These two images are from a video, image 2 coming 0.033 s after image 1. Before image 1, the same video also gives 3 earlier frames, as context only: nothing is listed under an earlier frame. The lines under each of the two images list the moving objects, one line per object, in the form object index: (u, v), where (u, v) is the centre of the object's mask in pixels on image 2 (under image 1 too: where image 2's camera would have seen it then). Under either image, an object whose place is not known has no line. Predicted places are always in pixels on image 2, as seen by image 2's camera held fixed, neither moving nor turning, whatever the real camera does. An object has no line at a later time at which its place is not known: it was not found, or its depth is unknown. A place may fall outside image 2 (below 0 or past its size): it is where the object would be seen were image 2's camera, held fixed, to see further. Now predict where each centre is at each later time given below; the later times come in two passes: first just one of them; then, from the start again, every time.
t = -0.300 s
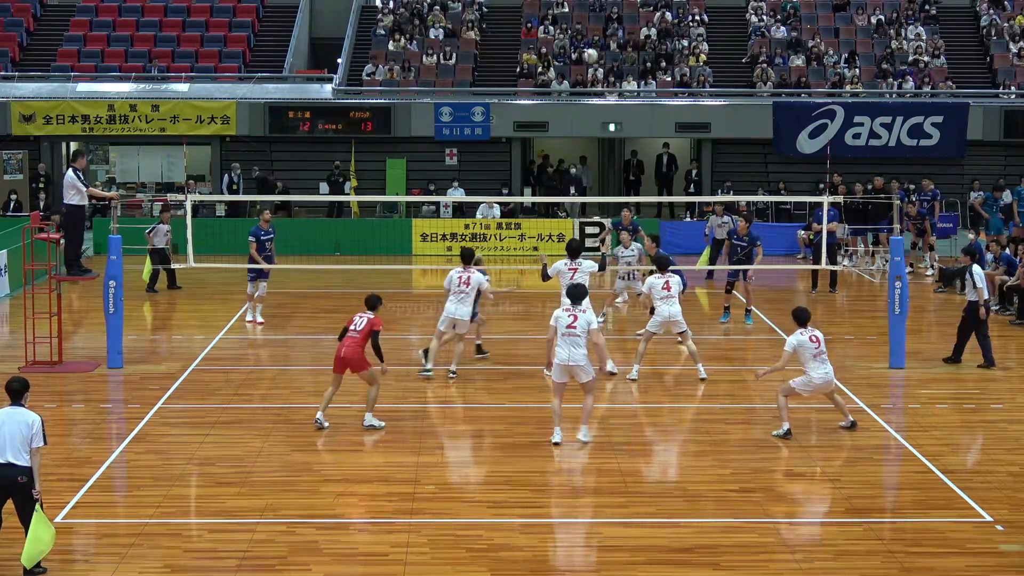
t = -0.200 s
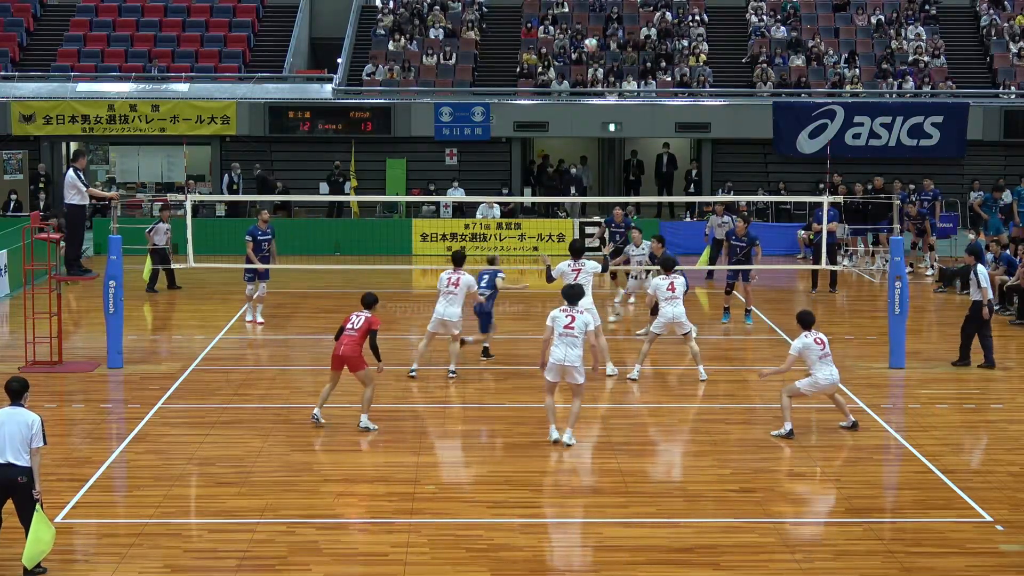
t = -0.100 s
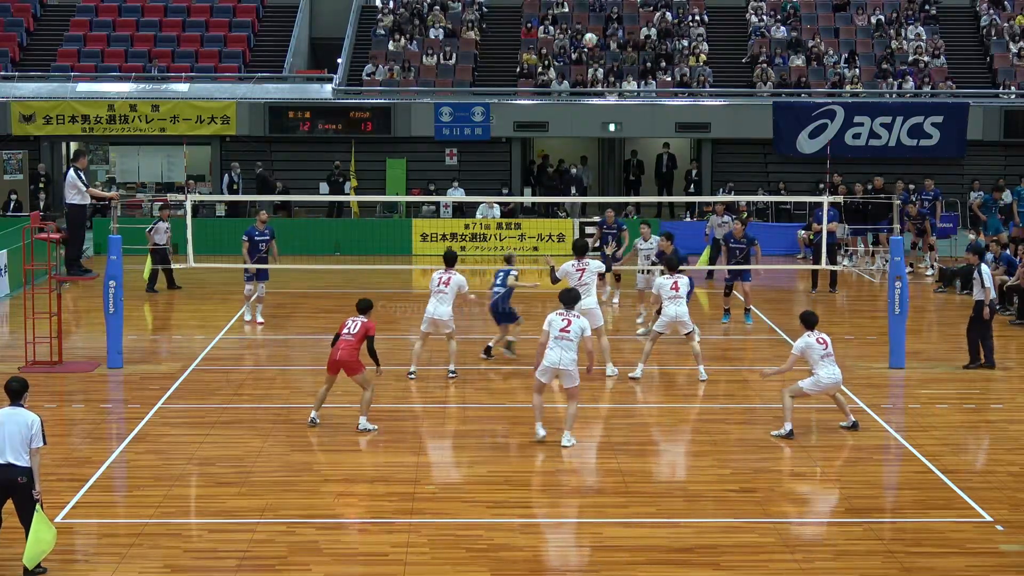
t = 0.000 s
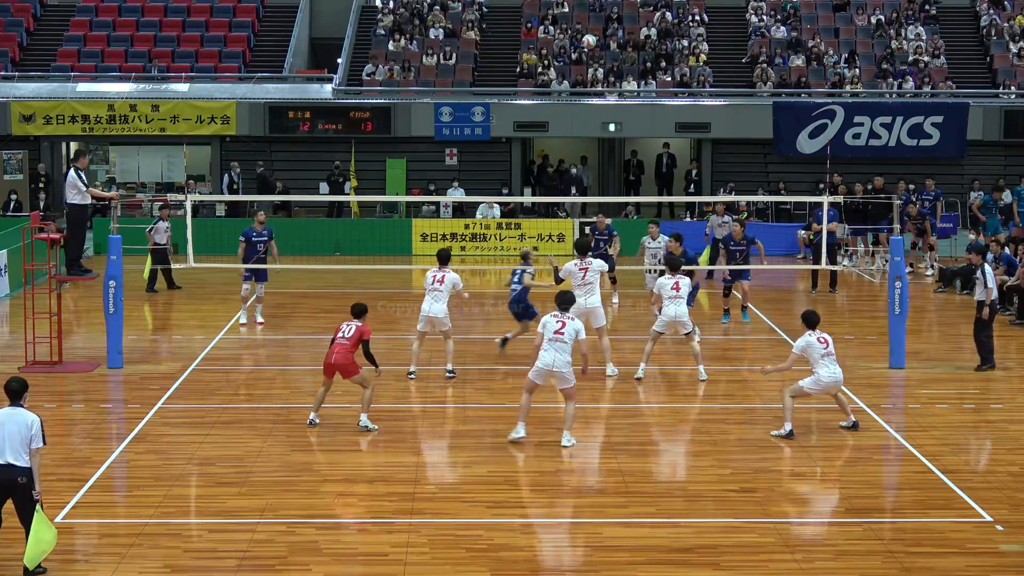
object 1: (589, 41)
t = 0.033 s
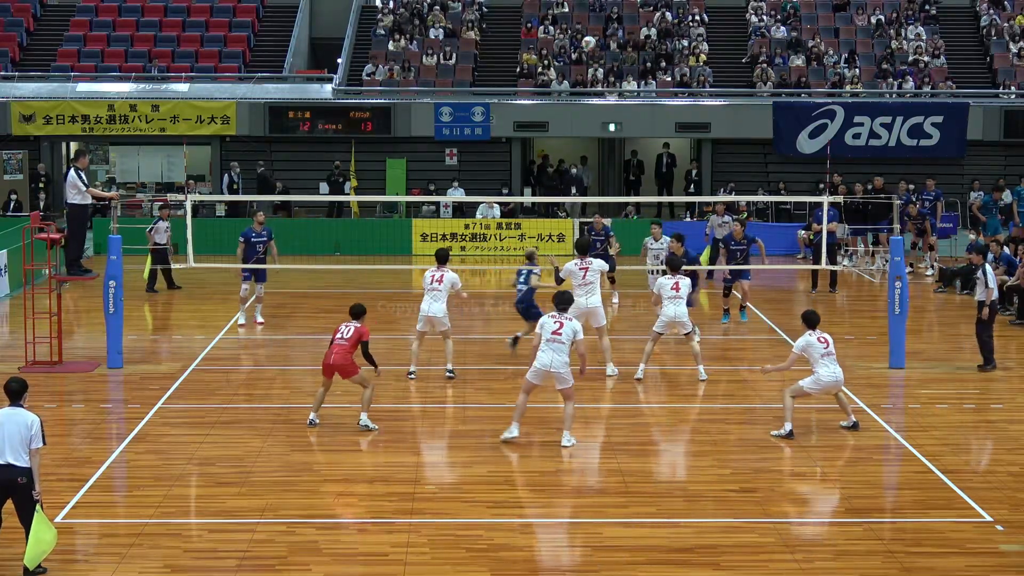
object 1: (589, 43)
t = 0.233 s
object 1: (587, 69)
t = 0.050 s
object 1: (588, 44)
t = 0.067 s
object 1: (588, 45)
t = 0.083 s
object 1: (588, 47)
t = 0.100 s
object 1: (588, 49)
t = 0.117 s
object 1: (588, 51)
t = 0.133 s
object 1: (588, 53)
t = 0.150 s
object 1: (588, 55)
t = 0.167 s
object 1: (588, 58)
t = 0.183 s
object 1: (587, 60)
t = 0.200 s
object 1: (587, 63)
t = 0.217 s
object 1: (586, 65)
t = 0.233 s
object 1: (587, 69)
